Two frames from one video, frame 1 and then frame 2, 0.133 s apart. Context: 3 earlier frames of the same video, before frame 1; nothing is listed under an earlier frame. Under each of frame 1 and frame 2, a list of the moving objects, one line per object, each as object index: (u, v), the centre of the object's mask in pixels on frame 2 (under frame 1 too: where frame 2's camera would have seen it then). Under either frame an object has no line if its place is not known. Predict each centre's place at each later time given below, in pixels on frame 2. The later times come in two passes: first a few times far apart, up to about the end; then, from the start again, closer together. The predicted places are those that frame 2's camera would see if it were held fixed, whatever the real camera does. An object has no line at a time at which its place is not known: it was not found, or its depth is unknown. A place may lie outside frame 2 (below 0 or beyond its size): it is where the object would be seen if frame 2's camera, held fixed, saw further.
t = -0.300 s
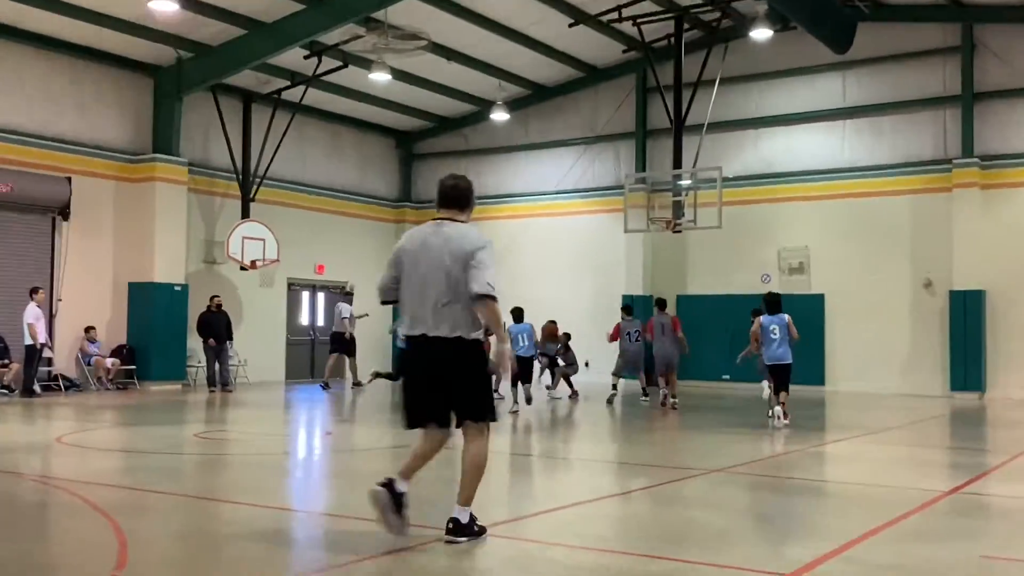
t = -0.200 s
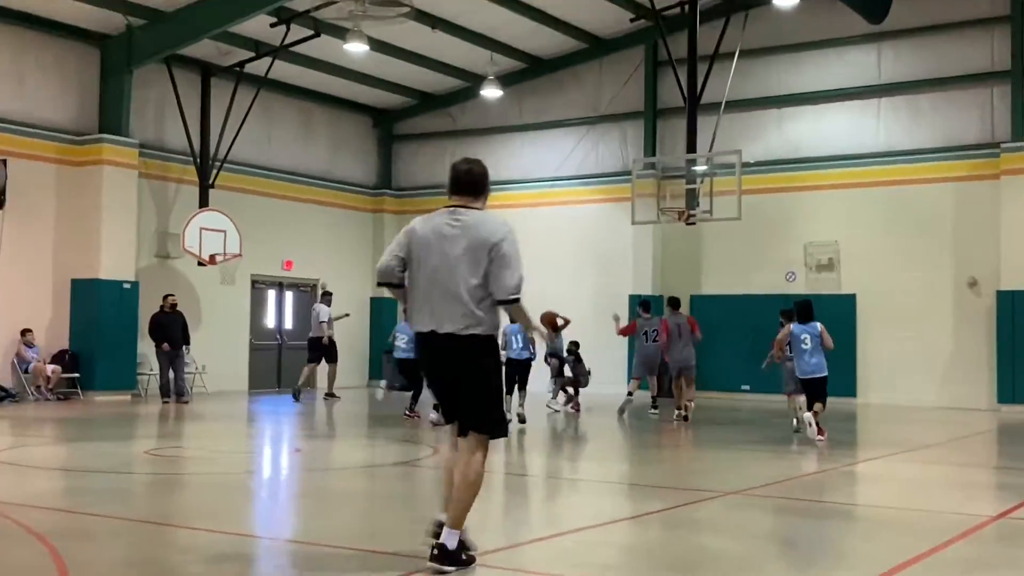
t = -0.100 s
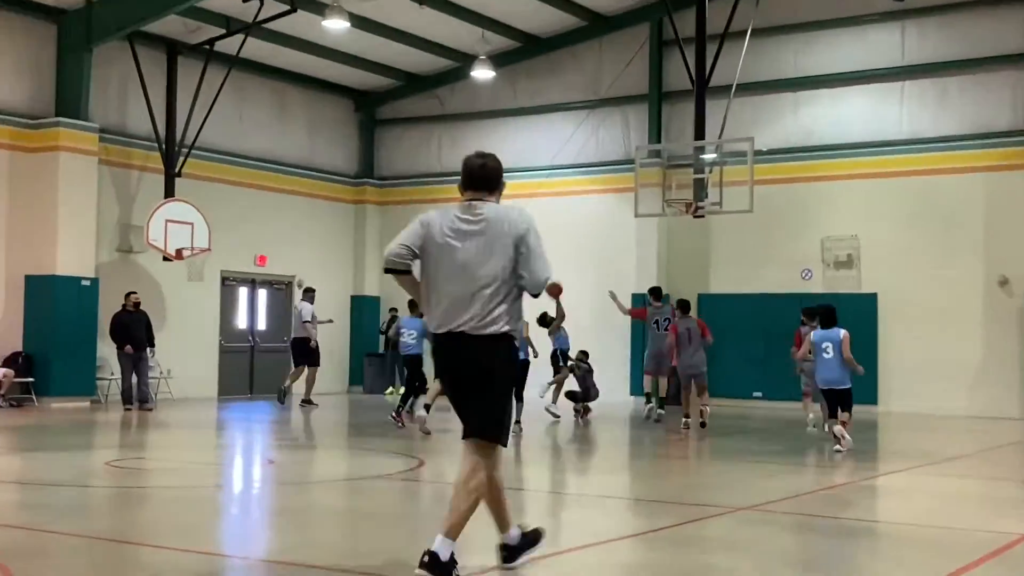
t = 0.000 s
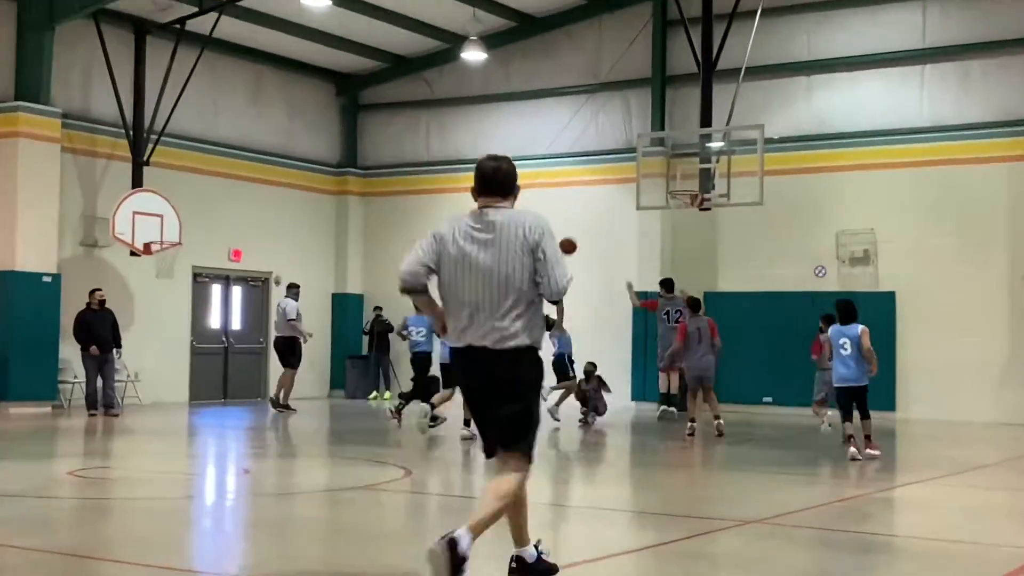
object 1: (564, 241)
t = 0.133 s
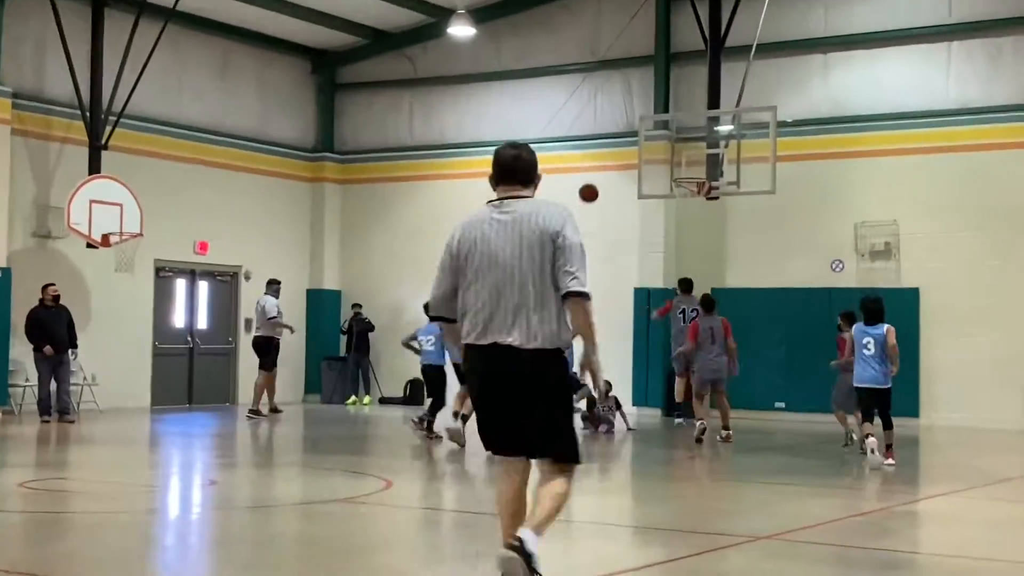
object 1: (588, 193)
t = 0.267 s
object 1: (613, 160)
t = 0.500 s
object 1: (652, 141)
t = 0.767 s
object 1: (691, 164)
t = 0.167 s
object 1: (595, 182)
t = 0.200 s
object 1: (601, 174)
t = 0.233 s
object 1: (607, 166)
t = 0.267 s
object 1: (613, 160)
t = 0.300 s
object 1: (619, 154)
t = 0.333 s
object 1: (625, 150)
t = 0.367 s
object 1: (630, 147)
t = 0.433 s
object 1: (641, 143)
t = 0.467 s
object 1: (646, 141)
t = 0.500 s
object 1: (652, 141)
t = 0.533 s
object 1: (658, 143)
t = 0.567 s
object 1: (663, 144)
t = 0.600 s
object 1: (669, 147)
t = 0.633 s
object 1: (674, 150)
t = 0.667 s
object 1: (679, 155)
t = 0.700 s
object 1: (684, 160)
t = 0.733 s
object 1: (689, 166)
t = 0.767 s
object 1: (691, 164)
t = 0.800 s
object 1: (692, 159)
